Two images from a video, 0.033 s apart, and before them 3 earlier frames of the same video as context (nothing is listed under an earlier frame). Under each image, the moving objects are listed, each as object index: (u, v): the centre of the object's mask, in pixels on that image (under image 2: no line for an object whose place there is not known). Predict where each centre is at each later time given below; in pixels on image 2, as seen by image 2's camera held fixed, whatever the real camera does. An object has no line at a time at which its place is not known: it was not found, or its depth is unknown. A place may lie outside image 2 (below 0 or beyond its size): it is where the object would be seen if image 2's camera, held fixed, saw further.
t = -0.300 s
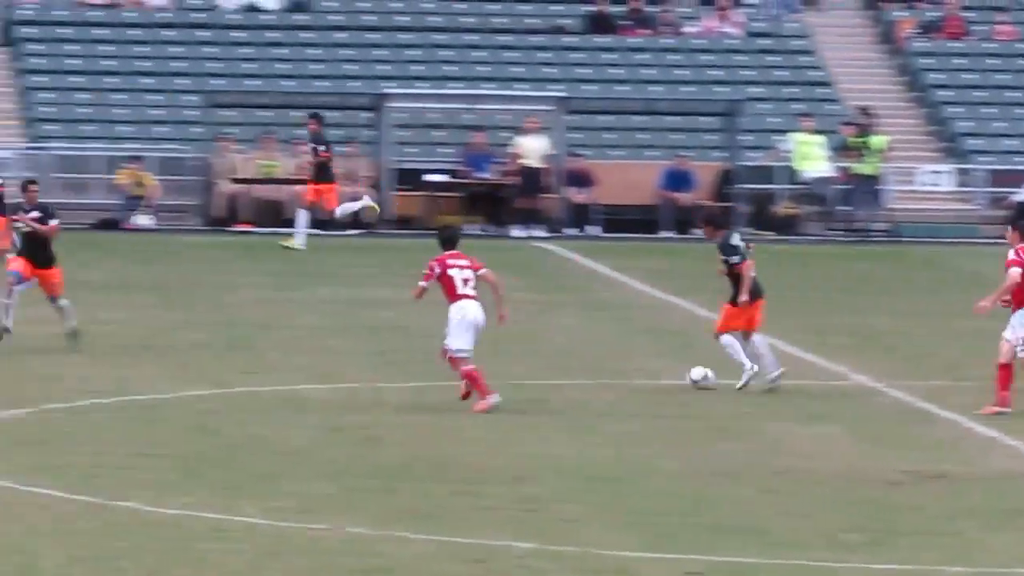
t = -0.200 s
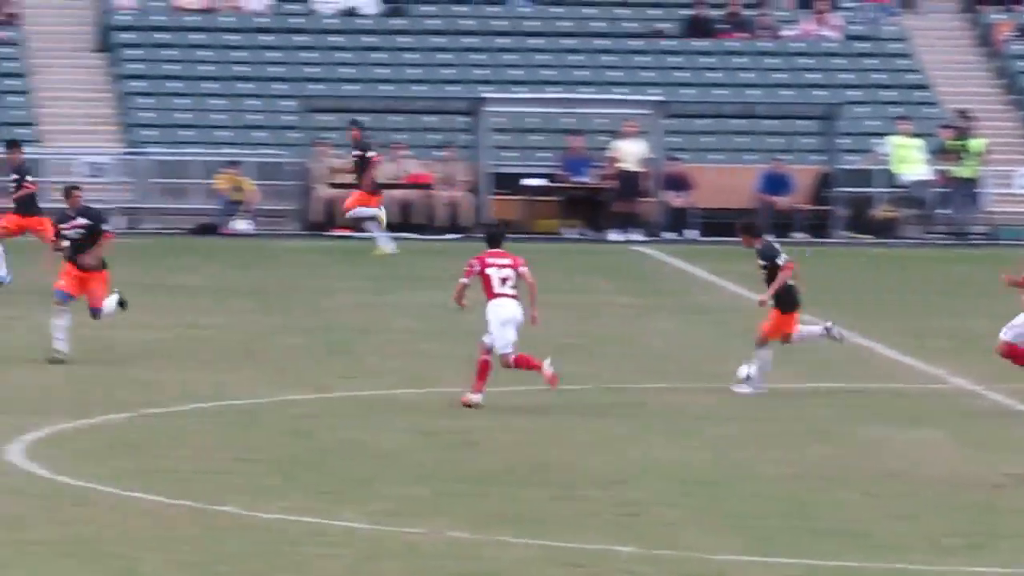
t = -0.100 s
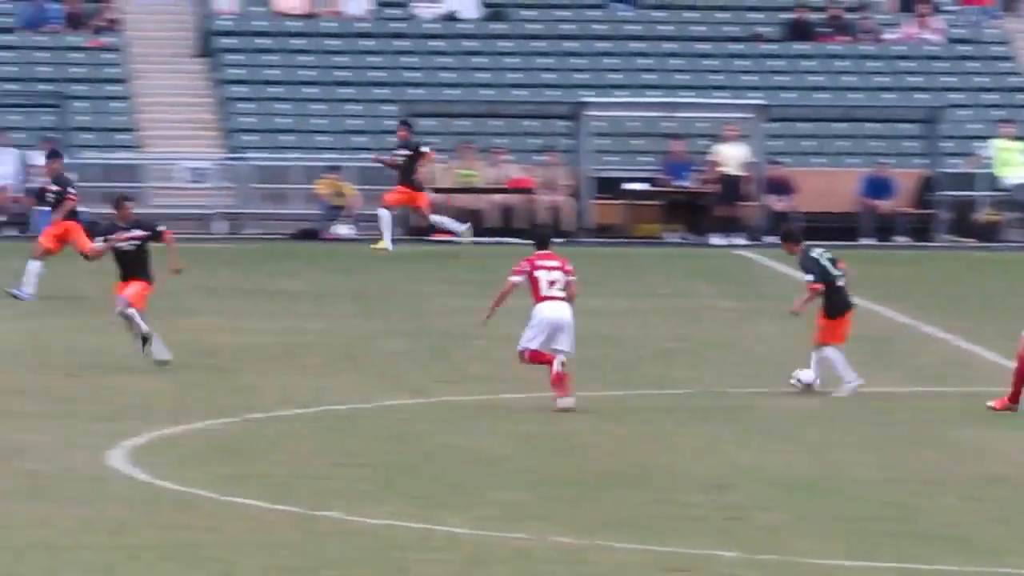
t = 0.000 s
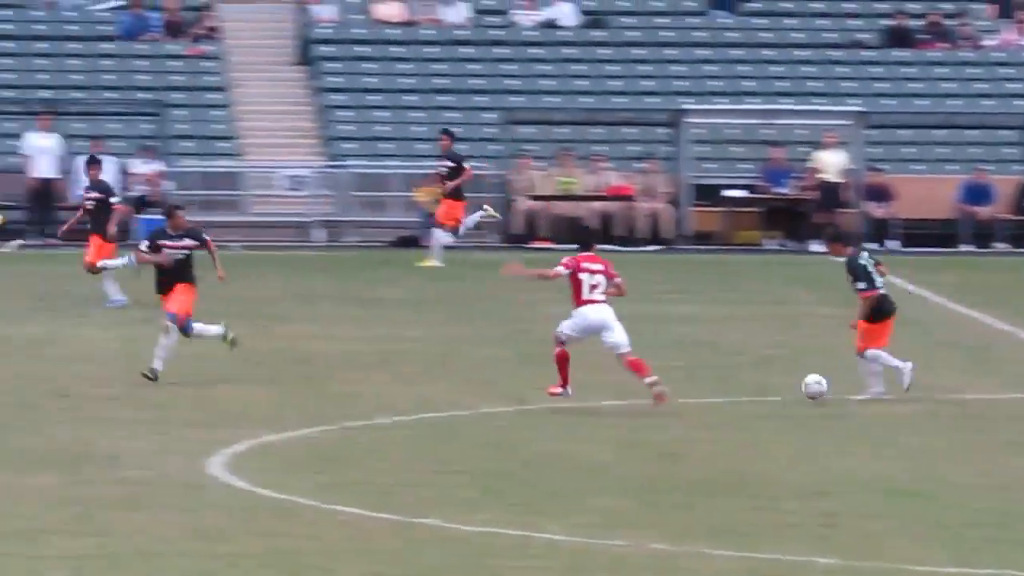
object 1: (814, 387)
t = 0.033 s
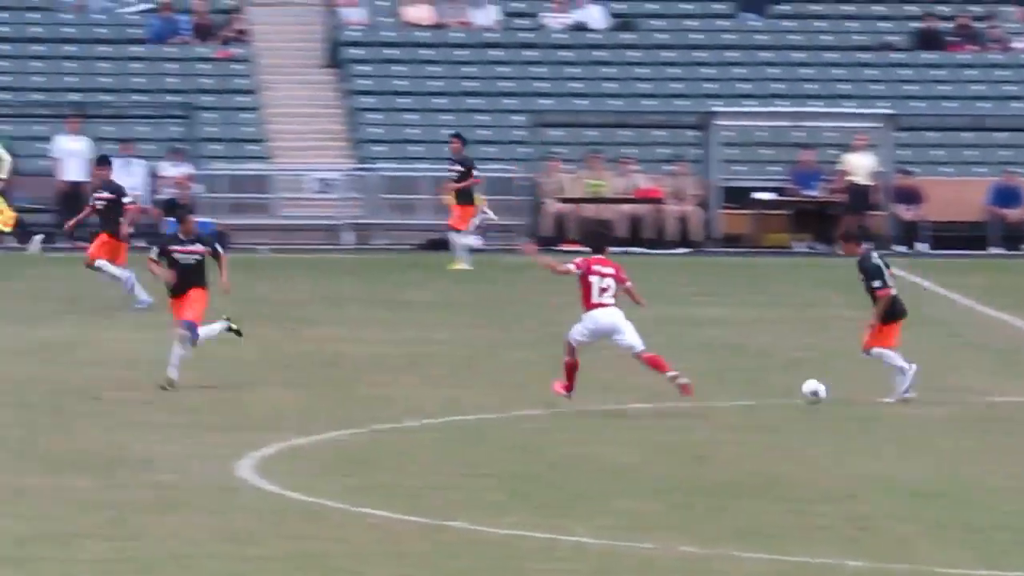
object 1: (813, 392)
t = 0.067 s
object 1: (783, 394)
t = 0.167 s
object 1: (693, 402)
